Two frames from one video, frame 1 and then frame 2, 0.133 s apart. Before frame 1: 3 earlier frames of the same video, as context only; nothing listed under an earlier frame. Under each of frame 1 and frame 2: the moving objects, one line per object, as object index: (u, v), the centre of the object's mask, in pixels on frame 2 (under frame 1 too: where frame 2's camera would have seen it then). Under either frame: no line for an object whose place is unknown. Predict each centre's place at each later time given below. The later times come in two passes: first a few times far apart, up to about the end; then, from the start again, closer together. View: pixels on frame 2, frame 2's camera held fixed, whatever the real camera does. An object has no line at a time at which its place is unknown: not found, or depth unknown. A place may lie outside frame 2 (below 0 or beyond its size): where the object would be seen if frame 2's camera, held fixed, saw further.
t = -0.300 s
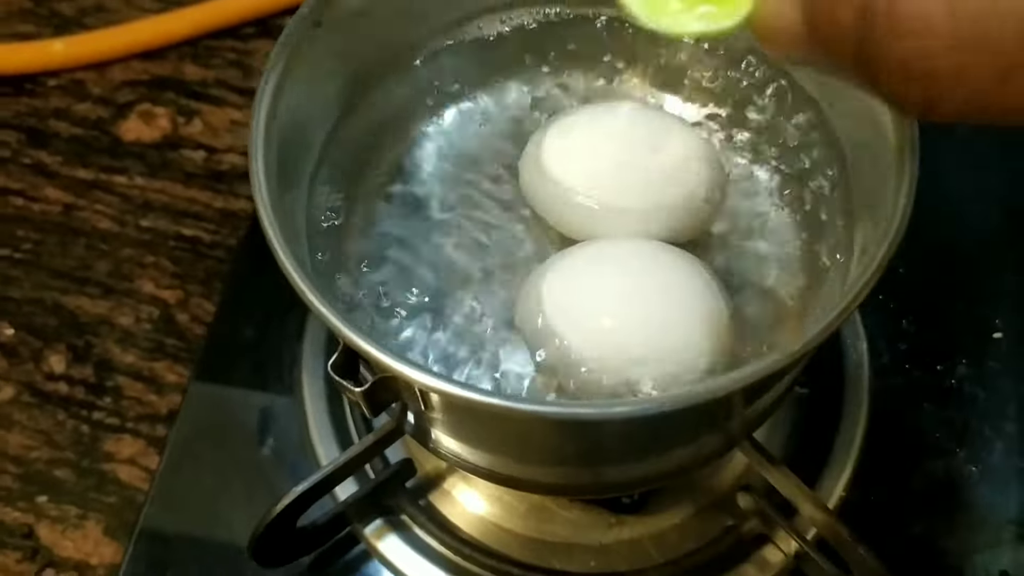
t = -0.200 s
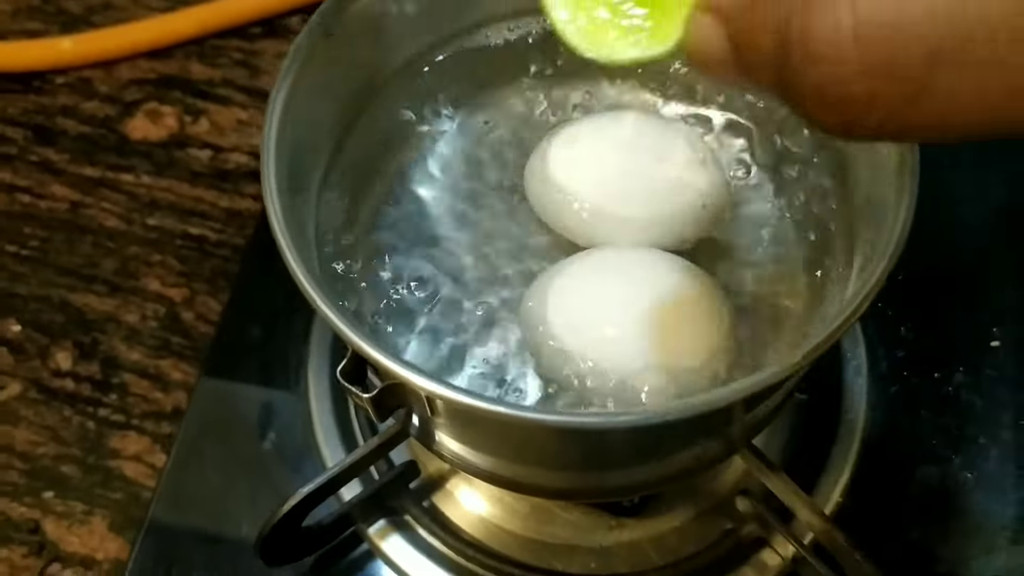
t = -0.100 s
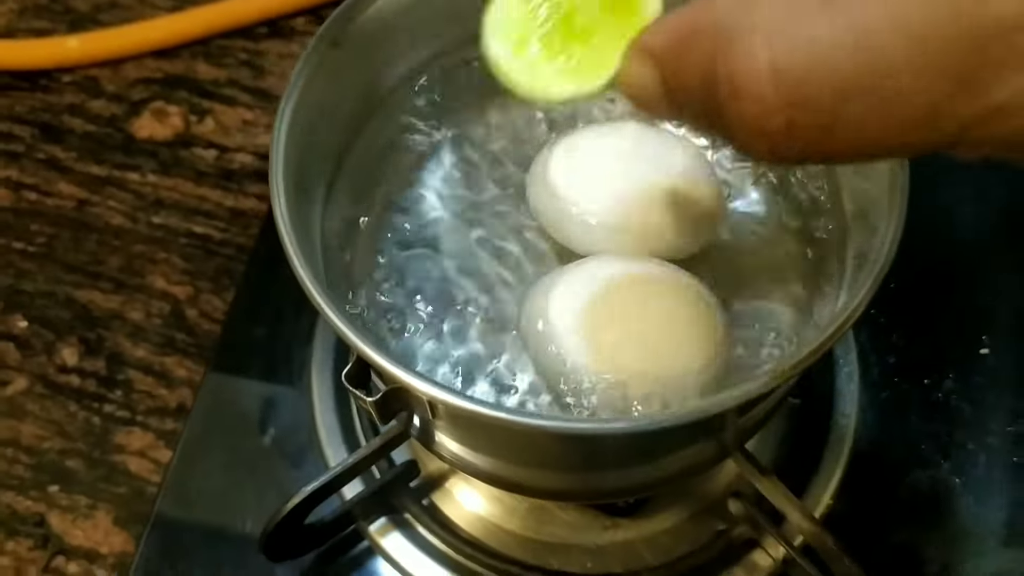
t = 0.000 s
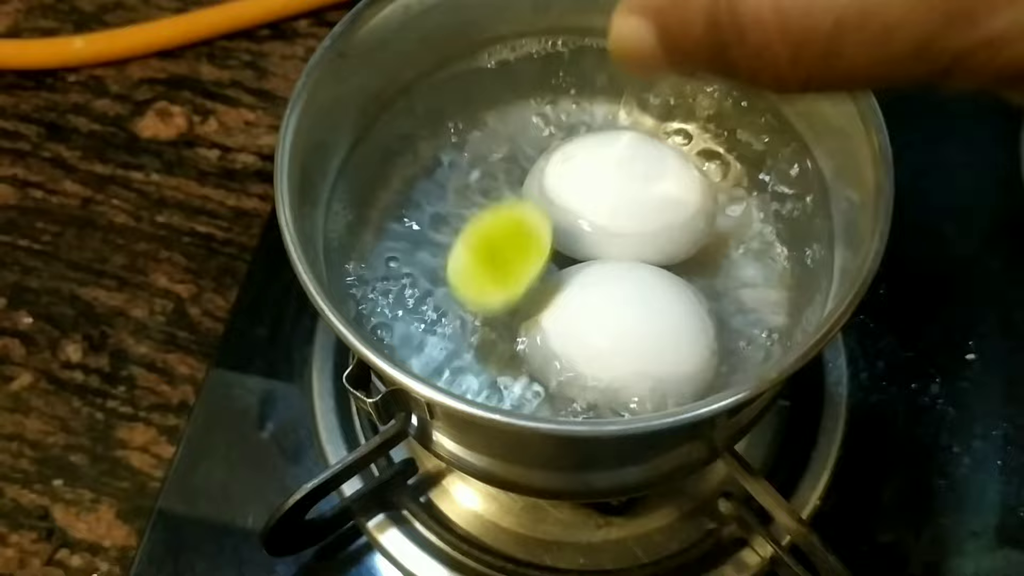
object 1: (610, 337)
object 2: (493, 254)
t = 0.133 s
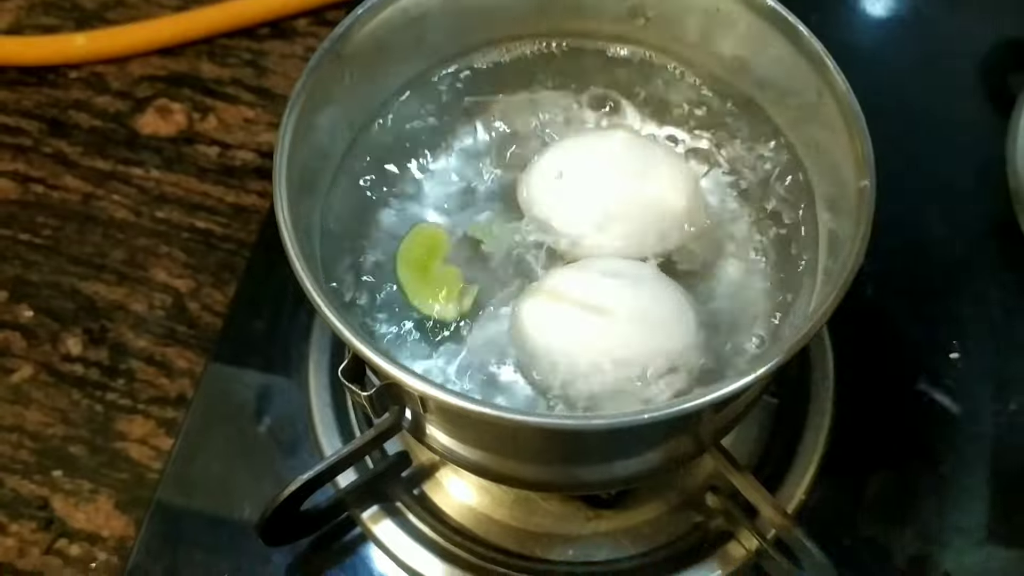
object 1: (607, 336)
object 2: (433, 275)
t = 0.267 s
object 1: (605, 338)
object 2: (416, 236)
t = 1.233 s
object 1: (605, 342)
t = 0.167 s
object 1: (605, 338)
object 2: (422, 262)
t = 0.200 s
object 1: (605, 336)
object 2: (422, 247)
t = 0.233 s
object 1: (603, 334)
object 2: (419, 238)
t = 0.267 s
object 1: (605, 338)
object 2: (416, 236)
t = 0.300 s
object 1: (605, 338)
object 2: (415, 236)
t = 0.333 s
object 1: (603, 339)
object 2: (414, 236)
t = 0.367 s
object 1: (607, 340)
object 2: (413, 233)
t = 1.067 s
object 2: (409, 237)
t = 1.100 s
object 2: (410, 236)
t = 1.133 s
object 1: (606, 341)
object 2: (413, 240)
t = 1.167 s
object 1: (606, 344)
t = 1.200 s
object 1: (605, 343)
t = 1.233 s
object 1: (605, 342)
